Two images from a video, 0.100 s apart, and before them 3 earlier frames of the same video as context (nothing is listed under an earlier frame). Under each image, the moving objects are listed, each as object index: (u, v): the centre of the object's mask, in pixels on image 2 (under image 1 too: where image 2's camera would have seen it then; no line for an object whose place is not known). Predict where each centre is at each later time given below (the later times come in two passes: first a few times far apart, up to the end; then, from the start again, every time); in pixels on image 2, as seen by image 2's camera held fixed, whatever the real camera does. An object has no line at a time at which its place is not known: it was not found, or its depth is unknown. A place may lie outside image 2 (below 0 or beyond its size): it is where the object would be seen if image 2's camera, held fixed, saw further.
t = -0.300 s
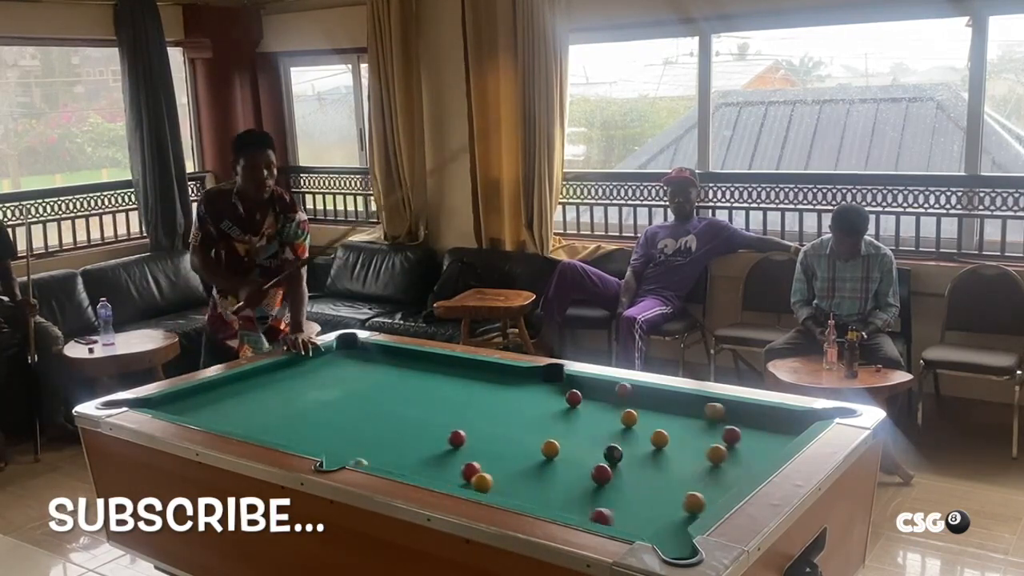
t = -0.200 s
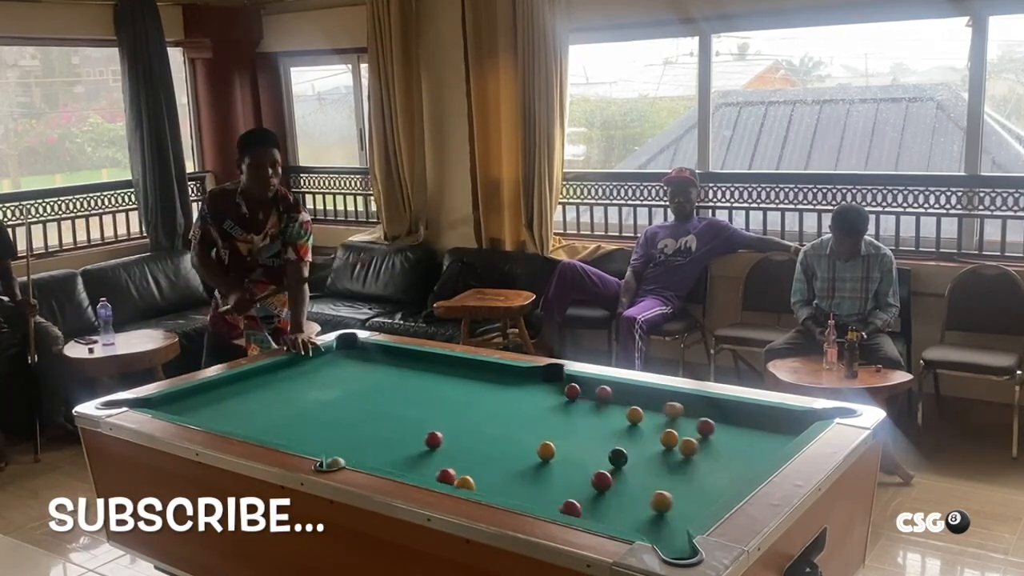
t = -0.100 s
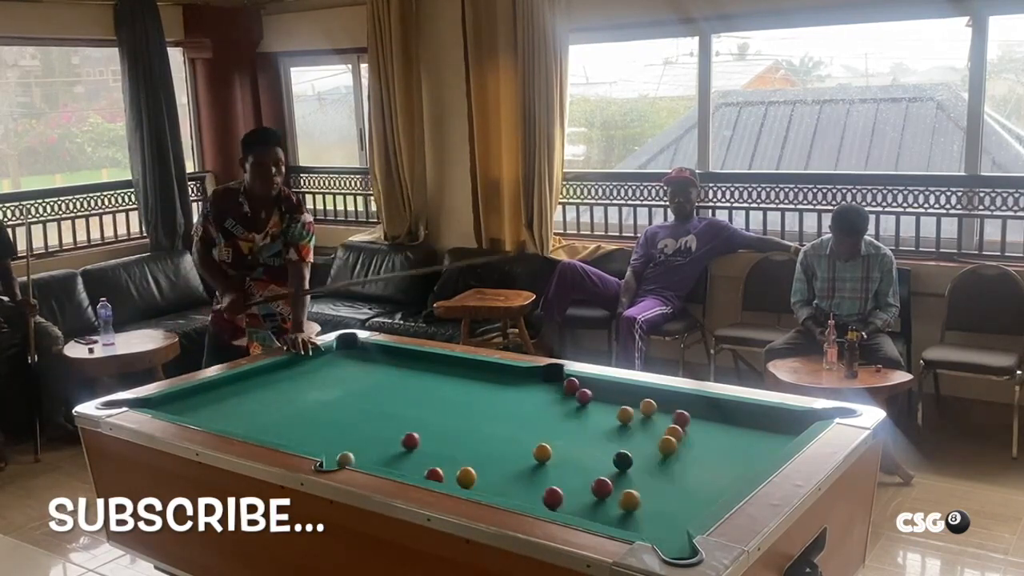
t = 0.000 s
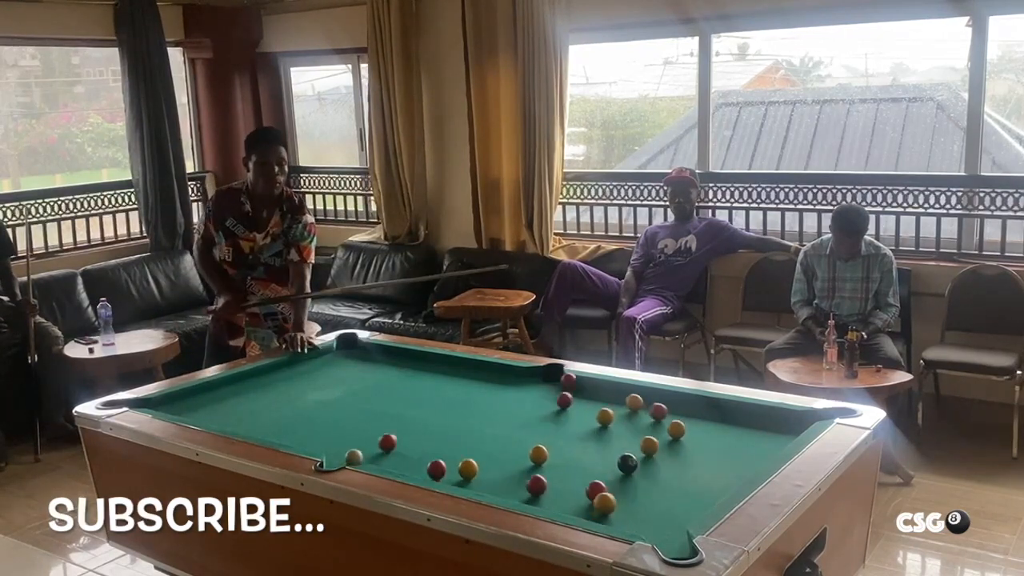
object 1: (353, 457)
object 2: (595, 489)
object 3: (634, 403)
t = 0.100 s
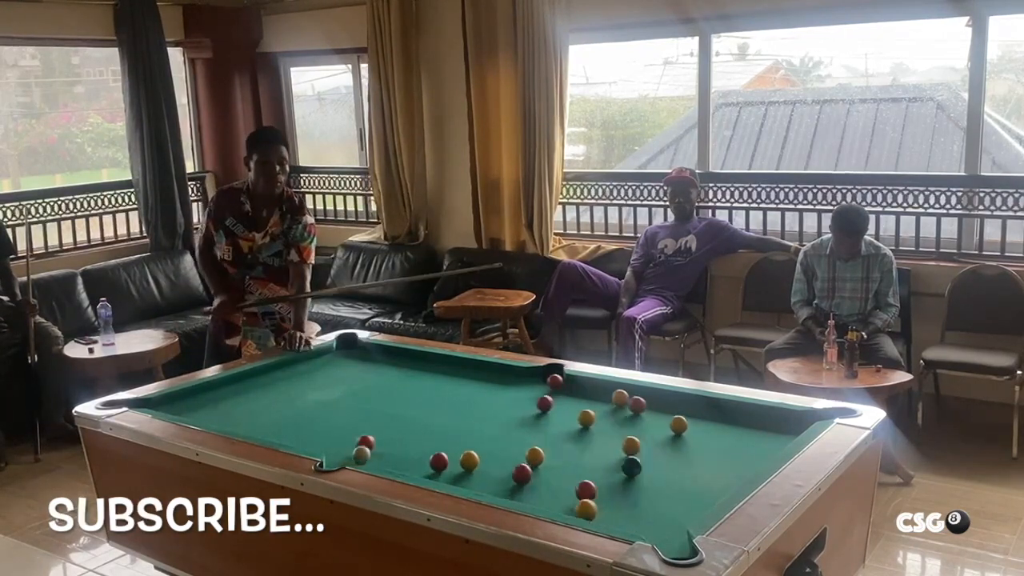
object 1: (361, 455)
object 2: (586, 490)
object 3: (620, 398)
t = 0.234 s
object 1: (371, 451)
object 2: (572, 490)
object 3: (600, 391)
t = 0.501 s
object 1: (388, 445)
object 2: (548, 490)
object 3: (559, 378)
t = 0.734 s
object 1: (400, 440)
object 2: (528, 490)
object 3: (516, 376)
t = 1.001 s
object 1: (411, 435)
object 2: (509, 490)
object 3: (468, 374)
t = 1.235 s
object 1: (417, 432)
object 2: (494, 488)
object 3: (430, 371)
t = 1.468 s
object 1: (423, 430)
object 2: (480, 487)
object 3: (395, 368)
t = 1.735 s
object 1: (424, 429)
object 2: (472, 485)
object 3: (358, 366)
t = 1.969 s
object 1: (423, 428)
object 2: (469, 483)
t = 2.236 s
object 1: (423, 428)
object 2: (467, 483)
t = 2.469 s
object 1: (422, 428)
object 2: (465, 483)
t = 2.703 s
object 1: (422, 428)
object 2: (466, 483)
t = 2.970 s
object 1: (423, 428)
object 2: (465, 483)
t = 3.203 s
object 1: (423, 428)
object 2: (466, 483)
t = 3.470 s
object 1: (423, 428)
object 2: (465, 483)
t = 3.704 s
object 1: (423, 428)
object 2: (465, 483)
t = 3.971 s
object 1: (422, 428)
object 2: (465, 483)
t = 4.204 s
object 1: (422, 428)
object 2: (465, 483)
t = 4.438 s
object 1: (422, 428)
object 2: (465, 483)
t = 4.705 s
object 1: (423, 428)
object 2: (466, 483)
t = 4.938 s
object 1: (422, 428)
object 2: (466, 483)
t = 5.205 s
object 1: (422, 428)
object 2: (465, 483)
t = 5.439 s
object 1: (422, 428)
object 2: (465, 483)
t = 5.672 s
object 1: (423, 428)
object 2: (465, 483)
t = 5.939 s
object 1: (423, 428)
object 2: (465, 483)
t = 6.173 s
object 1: (422, 428)
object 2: (465, 483)
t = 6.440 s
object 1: (423, 428)
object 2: (466, 483)
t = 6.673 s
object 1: (423, 428)
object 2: (466, 483)
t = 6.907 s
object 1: (423, 428)
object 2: (466, 483)
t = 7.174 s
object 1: (423, 428)
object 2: (466, 483)
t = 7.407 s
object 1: (423, 428)
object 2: (466, 483)
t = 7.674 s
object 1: (423, 428)
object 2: (465, 483)
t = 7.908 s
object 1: (422, 428)
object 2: (465, 483)
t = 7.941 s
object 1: (422, 428)
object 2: (465, 483)
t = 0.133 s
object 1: (364, 454)
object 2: (583, 490)
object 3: (616, 397)
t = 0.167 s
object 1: (366, 453)
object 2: (579, 491)
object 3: (610, 395)
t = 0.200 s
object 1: (368, 452)
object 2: (576, 491)
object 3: (605, 392)
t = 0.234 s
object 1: (371, 451)
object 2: (572, 490)
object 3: (600, 391)
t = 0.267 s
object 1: (373, 450)
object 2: (569, 490)
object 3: (596, 389)
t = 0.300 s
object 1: (375, 450)
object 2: (566, 490)
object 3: (591, 387)
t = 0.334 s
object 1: (377, 449)
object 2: (563, 490)
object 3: (586, 384)
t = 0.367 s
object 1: (380, 448)
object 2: (560, 490)
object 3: (581, 382)
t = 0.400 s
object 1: (382, 447)
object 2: (557, 490)
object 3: (577, 381)
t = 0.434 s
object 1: (384, 446)
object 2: (554, 490)
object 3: (573, 379)
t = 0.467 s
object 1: (386, 445)
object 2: (551, 490)
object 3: (566, 378)
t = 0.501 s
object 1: (388, 445)
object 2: (548, 490)
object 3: (559, 378)
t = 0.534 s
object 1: (390, 444)
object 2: (545, 490)
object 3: (553, 378)
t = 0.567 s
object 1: (391, 443)
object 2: (542, 490)
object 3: (547, 378)
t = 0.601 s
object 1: (393, 442)
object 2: (539, 490)
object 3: (541, 378)
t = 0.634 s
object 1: (395, 442)
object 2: (537, 490)
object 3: (535, 378)
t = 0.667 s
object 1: (397, 441)
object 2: (534, 490)
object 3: (528, 377)
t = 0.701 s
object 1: (398, 440)
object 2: (531, 490)
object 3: (522, 377)
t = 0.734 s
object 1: (400, 440)
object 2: (528, 490)
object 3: (516, 376)
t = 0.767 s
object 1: (402, 438)
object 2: (525, 490)
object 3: (510, 376)
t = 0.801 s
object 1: (403, 438)
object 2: (523, 490)
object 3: (504, 376)
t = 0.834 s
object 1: (404, 438)
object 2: (521, 490)
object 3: (497, 375)
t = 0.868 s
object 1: (406, 437)
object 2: (518, 490)
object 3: (492, 375)
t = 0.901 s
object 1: (407, 436)
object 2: (516, 490)
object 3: (486, 375)
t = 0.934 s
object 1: (408, 436)
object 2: (513, 490)
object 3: (480, 374)
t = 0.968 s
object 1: (409, 436)
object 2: (511, 490)
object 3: (474, 374)
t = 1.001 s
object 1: (411, 435)
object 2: (509, 490)
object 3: (468, 374)
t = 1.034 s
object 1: (412, 435)
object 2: (506, 489)
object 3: (463, 373)
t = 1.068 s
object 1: (413, 434)
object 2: (504, 489)
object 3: (457, 373)
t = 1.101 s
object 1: (414, 434)
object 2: (502, 489)
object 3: (452, 372)
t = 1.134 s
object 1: (415, 433)
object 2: (500, 489)
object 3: (446, 372)
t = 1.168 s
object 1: (416, 433)
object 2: (497, 489)
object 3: (441, 372)
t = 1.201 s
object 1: (417, 432)
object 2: (495, 488)
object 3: (435, 371)
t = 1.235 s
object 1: (417, 432)
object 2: (494, 488)
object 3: (430, 371)
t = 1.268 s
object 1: (418, 432)
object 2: (492, 488)
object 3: (425, 370)
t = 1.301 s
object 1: (419, 431)
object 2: (490, 488)
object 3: (420, 370)
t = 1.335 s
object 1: (420, 431)
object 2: (488, 487)
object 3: (414, 370)
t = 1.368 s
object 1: (421, 431)
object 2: (486, 487)
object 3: (409, 370)
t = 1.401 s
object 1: (421, 431)
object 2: (484, 487)
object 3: (405, 369)
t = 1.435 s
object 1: (422, 430)
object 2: (482, 487)
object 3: (400, 369)
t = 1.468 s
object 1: (423, 430)
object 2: (480, 487)
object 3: (395, 368)
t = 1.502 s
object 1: (423, 430)
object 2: (478, 486)
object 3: (390, 368)
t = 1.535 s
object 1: (424, 429)
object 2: (477, 486)
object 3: (385, 368)
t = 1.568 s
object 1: (424, 429)
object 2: (475, 486)
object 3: (381, 368)
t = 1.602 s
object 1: (425, 429)
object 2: (473, 486)
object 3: (376, 367)
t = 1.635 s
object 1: (425, 429)
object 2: (473, 486)
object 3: (371, 367)
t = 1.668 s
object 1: (425, 429)
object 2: (473, 485)
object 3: (367, 367)
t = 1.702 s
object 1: (425, 429)
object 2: (472, 485)
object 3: (362, 366)
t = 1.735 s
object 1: (424, 429)
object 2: (472, 485)
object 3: (358, 366)
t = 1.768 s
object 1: (424, 429)
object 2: (471, 484)
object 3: (353, 366)
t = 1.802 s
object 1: (424, 429)
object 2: (471, 484)
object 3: (349, 366)
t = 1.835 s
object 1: (423, 429)
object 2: (471, 484)
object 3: (345, 365)
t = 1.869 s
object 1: (423, 429)
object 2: (470, 484)
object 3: (340, 365)
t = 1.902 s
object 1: (423, 429)
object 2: (470, 484)
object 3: (336, 365)
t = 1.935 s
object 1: (423, 428)
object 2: (470, 484)
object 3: (333, 364)
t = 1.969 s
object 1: (423, 428)
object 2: (469, 483)
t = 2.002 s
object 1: (422, 428)
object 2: (469, 483)
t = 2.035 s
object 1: (422, 428)
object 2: (469, 483)
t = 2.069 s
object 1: (422, 428)
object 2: (468, 483)
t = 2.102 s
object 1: (422, 428)
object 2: (468, 483)
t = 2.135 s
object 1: (422, 428)
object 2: (468, 483)
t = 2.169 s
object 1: (422, 428)
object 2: (467, 483)
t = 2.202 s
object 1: (422, 428)
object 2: (467, 483)
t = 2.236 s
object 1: (423, 428)
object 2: (467, 483)
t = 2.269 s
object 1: (423, 428)
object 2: (466, 483)
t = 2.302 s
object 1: (423, 428)
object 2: (466, 483)
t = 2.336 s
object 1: (423, 428)
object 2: (466, 483)
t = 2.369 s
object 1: (422, 428)
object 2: (466, 483)
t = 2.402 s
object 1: (423, 428)
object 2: (465, 483)
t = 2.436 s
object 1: (422, 428)
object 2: (465, 483)
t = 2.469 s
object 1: (422, 428)
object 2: (465, 483)
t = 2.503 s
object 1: (422, 428)
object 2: (465, 483)
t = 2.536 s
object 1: (422, 428)
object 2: (465, 483)
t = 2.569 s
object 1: (423, 428)
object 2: (465, 483)
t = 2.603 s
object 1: (422, 428)
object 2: (465, 483)
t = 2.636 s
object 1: (422, 428)
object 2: (466, 483)
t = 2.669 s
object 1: (422, 428)
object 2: (465, 483)
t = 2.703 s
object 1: (422, 428)
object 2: (466, 483)
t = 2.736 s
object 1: (422, 428)
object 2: (465, 483)
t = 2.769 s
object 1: (423, 428)
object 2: (466, 483)
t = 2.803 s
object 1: (422, 428)
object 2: (466, 483)
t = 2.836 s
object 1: (422, 428)
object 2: (465, 483)
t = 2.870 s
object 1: (422, 428)
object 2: (465, 483)
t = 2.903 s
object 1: (422, 428)
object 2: (465, 483)
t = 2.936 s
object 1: (422, 428)
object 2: (466, 483)
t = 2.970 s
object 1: (423, 428)
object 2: (465, 483)
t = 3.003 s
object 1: (423, 428)
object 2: (465, 483)
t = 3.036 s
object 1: (423, 428)
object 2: (465, 483)
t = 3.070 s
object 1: (422, 428)
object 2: (465, 483)
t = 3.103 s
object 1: (423, 428)
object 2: (465, 483)
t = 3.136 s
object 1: (423, 428)
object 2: (465, 483)
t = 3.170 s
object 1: (423, 428)
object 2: (465, 483)
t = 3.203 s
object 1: (423, 428)
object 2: (466, 483)
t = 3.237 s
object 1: (423, 428)
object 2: (466, 483)
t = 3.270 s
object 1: (422, 428)
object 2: (465, 483)
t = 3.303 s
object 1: (422, 428)
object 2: (465, 483)
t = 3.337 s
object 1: (422, 428)
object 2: (465, 483)
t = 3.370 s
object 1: (423, 428)
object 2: (465, 483)
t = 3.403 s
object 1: (422, 428)
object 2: (465, 483)
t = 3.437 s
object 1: (423, 428)
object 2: (465, 483)
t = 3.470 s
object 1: (423, 428)
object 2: (465, 483)
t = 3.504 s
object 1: (423, 428)
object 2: (465, 483)
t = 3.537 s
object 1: (423, 428)
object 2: (465, 483)
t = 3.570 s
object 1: (422, 428)
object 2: (465, 483)
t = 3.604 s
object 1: (422, 428)
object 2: (465, 483)
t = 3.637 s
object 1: (423, 428)
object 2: (465, 483)
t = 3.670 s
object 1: (423, 428)
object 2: (465, 483)
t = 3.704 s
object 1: (423, 428)
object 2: (465, 483)
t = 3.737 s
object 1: (423, 428)
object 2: (465, 483)
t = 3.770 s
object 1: (422, 428)
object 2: (465, 483)
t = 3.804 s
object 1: (422, 428)
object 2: (465, 483)
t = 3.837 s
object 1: (422, 428)
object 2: (465, 483)
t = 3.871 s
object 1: (422, 428)
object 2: (465, 483)
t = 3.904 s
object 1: (422, 428)
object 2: (465, 483)
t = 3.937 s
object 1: (422, 428)
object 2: (465, 483)
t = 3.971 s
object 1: (422, 428)
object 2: (465, 483)
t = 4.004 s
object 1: (422, 428)
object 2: (465, 483)
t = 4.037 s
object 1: (422, 428)
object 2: (465, 483)
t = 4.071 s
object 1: (422, 428)
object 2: (465, 483)
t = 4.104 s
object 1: (422, 428)
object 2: (465, 483)
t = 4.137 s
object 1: (422, 428)
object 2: (465, 483)
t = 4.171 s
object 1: (422, 428)
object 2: (465, 483)
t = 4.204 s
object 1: (422, 428)
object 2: (465, 483)
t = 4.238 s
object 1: (422, 428)
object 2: (465, 483)
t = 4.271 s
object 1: (422, 428)
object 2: (465, 483)
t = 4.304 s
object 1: (422, 428)
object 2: (465, 483)
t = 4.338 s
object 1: (422, 428)
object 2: (465, 483)
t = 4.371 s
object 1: (422, 428)
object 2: (465, 483)
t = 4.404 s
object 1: (422, 428)
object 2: (465, 483)
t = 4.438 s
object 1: (422, 428)
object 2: (465, 483)
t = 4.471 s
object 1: (422, 428)
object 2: (465, 483)
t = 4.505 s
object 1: (422, 428)
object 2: (466, 483)
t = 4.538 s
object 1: (422, 428)
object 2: (466, 483)
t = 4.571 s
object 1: (423, 428)
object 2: (466, 483)
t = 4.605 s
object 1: (422, 428)
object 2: (465, 483)
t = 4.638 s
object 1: (423, 428)
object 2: (466, 483)
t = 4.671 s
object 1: (422, 428)
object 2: (465, 483)
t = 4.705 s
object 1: (423, 428)
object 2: (466, 483)
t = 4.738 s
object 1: (423, 428)
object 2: (465, 483)
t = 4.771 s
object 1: (423, 428)
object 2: (465, 483)
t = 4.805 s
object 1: (423, 428)
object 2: (466, 483)
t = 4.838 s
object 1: (423, 428)
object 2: (466, 483)
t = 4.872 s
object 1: (423, 428)
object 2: (466, 483)
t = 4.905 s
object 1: (423, 428)
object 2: (466, 483)
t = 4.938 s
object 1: (422, 428)
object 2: (466, 483)
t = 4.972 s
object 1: (423, 428)
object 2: (466, 483)
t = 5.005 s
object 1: (422, 428)
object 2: (465, 483)
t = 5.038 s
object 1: (423, 428)
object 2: (466, 483)
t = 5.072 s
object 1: (422, 428)
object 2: (466, 483)
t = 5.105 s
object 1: (423, 428)
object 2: (466, 483)
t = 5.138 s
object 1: (423, 428)
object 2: (465, 483)
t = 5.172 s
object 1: (422, 428)
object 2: (465, 483)
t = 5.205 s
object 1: (422, 428)
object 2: (465, 483)
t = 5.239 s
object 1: (422, 428)
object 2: (465, 483)
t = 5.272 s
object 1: (422, 428)
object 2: (465, 483)
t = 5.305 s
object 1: (423, 428)
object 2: (465, 483)
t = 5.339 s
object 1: (422, 428)
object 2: (465, 483)
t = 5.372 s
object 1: (422, 428)
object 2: (465, 483)
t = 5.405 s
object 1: (422, 428)
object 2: (465, 483)
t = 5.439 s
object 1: (422, 428)
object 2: (465, 483)
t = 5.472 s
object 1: (422, 428)
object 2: (465, 483)
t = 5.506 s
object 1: (422, 428)
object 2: (465, 483)
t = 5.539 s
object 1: (422, 428)
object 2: (465, 483)
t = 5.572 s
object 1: (422, 428)
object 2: (465, 483)
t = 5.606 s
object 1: (422, 428)
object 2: (465, 483)
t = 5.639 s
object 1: (422, 428)
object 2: (465, 483)
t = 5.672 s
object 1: (423, 428)
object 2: (465, 483)
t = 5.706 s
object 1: (422, 428)
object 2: (465, 483)
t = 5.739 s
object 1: (423, 428)
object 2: (465, 483)
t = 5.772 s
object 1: (422, 428)
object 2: (465, 483)
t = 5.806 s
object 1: (423, 428)
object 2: (465, 483)
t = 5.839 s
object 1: (422, 428)
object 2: (465, 483)
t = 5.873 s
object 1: (423, 428)
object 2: (465, 483)
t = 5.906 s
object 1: (423, 428)
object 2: (465, 483)
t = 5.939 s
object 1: (423, 428)
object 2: (465, 483)
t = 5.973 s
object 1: (422, 428)
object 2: (465, 483)
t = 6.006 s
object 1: (422, 428)
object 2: (465, 483)
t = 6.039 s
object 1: (422, 428)
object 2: (465, 483)
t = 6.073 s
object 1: (422, 428)
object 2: (465, 483)
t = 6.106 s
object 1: (422, 428)
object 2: (465, 483)
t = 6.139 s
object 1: (422, 428)
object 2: (466, 483)
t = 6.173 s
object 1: (422, 428)
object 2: (465, 483)
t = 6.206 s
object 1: (422, 428)
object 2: (465, 483)
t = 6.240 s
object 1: (422, 428)
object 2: (465, 483)
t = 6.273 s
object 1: (422, 428)
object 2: (465, 483)
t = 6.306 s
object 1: (422, 428)
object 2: (466, 483)
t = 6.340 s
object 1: (422, 428)
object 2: (466, 483)
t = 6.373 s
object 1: (423, 428)
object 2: (466, 483)
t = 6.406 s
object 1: (422, 428)
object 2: (466, 483)
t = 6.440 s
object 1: (423, 428)
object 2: (466, 483)
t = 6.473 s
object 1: (423, 428)
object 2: (466, 483)
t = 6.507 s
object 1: (423, 428)
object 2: (466, 483)
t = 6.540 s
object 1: (423, 428)
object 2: (466, 483)
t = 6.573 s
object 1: (423, 428)
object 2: (466, 483)
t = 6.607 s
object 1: (423, 428)
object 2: (466, 483)
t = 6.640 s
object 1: (423, 428)
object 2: (466, 483)
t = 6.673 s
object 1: (423, 428)
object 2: (466, 483)
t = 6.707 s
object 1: (423, 428)
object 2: (466, 483)
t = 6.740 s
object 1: (423, 428)
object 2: (466, 483)
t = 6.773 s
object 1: (423, 428)
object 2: (466, 483)
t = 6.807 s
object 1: (423, 428)
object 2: (466, 483)
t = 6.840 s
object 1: (423, 428)
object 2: (466, 483)
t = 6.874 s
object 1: (423, 428)
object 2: (466, 483)
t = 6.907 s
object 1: (423, 428)
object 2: (466, 483)
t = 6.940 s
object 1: (423, 428)
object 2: (466, 483)
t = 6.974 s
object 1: (423, 428)
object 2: (466, 483)
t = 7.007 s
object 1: (423, 428)
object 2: (466, 483)
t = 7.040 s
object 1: (423, 428)
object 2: (465, 483)
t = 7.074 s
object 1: (423, 428)
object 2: (466, 483)
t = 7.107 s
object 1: (423, 428)
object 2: (465, 483)
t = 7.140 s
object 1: (423, 428)
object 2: (466, 483)
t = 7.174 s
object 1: (423, 428)
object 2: (466, 483)
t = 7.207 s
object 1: (423, 428)
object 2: (466, 483)
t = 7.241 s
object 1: (423, 428)
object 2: (465, 483)
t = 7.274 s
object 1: (423, 428)
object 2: (466, 483)
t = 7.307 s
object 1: (423, 428)
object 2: (466, 483)
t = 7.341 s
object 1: (423, 428)
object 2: (466, 483)
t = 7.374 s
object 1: (423, 428)
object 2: (466, 483)
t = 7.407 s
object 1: (423, 428)
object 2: (466, 483)
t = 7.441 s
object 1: (423, 428)
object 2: (466, 483)
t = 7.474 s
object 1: (423, 428)
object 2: (466, 483)
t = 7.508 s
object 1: (423, 428)
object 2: (466, 483)
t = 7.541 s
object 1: (423, 428)
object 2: (466, 483)
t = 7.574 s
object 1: (423, 428)
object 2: (466, 483)
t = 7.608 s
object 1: (423, 428)
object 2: (465, 483)
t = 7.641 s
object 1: (423, 428)
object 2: (465, 483)
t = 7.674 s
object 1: (423, 428)
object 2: (465, 483)
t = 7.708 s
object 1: (422, 428)
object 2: (465, 483)
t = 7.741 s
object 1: (422, 428)
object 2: (465, 483)
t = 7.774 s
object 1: (422, 428)
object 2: (465, 483)
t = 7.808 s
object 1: (422, 428)
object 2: (465, 483)
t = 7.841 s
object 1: (423, 428)
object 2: (465, 483)
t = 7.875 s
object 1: (422, 428)
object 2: (465, 483)
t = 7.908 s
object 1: (422, 428)
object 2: (465, 483)
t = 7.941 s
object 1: (422, 428)
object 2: (465, 483)
